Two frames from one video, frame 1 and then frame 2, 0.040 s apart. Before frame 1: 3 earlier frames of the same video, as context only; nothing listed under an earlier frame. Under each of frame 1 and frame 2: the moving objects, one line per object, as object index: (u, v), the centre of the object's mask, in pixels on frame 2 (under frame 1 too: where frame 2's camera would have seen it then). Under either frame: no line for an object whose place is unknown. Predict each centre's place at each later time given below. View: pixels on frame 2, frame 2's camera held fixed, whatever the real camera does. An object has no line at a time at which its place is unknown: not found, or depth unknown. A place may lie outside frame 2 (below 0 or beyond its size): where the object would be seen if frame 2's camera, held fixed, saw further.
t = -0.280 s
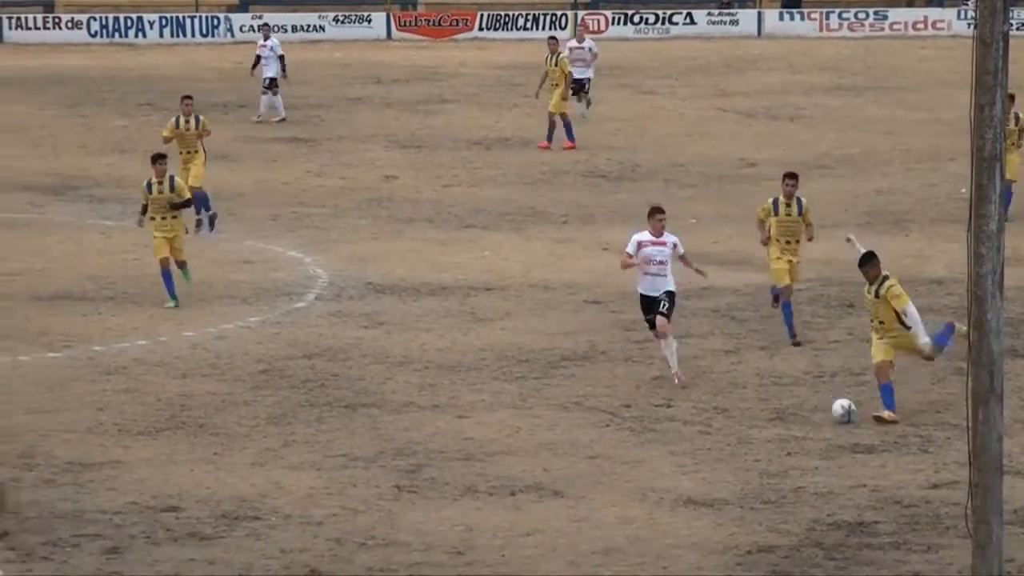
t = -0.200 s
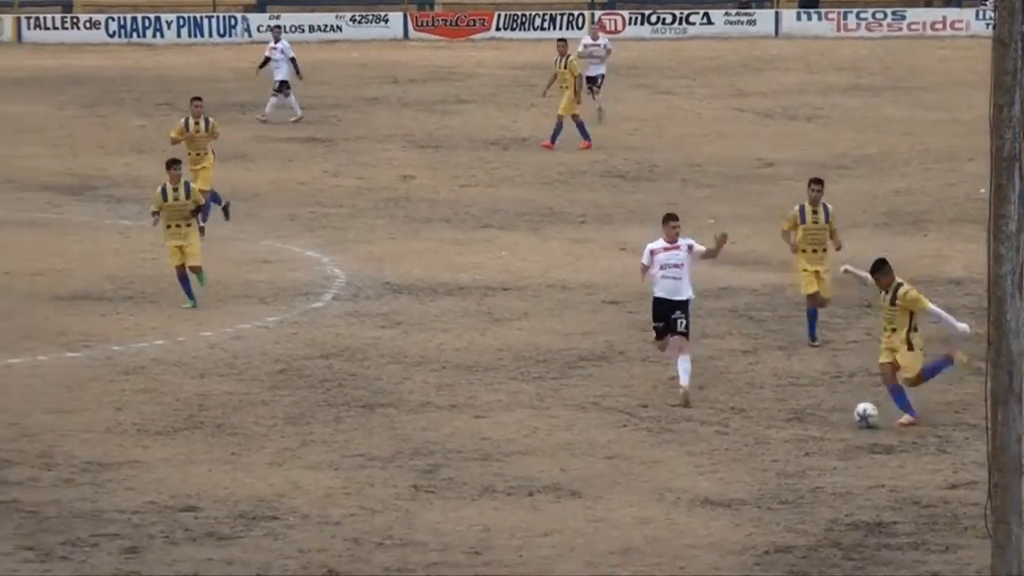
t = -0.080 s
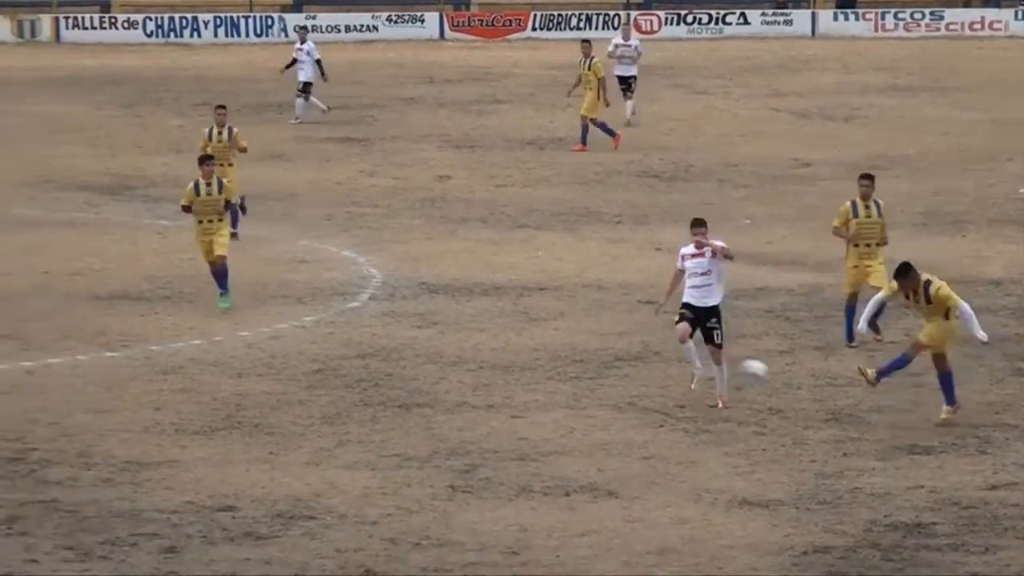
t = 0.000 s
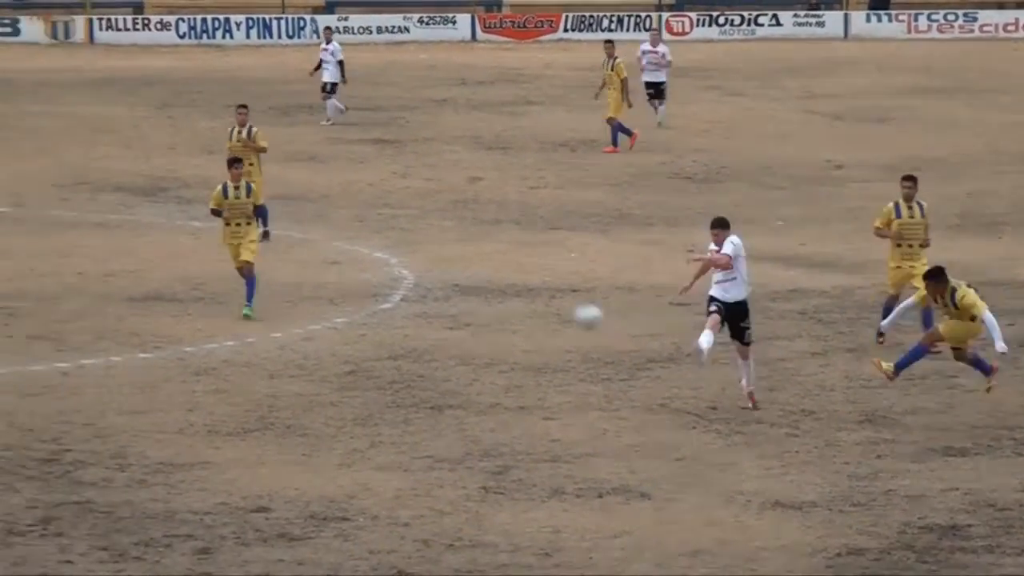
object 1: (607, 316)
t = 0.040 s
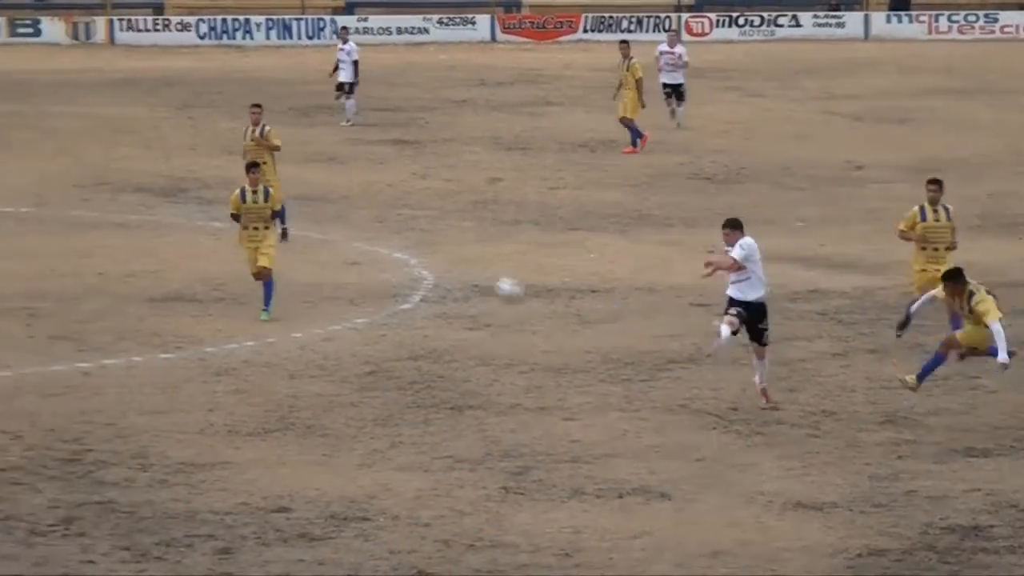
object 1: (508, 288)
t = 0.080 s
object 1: (413, 263)
